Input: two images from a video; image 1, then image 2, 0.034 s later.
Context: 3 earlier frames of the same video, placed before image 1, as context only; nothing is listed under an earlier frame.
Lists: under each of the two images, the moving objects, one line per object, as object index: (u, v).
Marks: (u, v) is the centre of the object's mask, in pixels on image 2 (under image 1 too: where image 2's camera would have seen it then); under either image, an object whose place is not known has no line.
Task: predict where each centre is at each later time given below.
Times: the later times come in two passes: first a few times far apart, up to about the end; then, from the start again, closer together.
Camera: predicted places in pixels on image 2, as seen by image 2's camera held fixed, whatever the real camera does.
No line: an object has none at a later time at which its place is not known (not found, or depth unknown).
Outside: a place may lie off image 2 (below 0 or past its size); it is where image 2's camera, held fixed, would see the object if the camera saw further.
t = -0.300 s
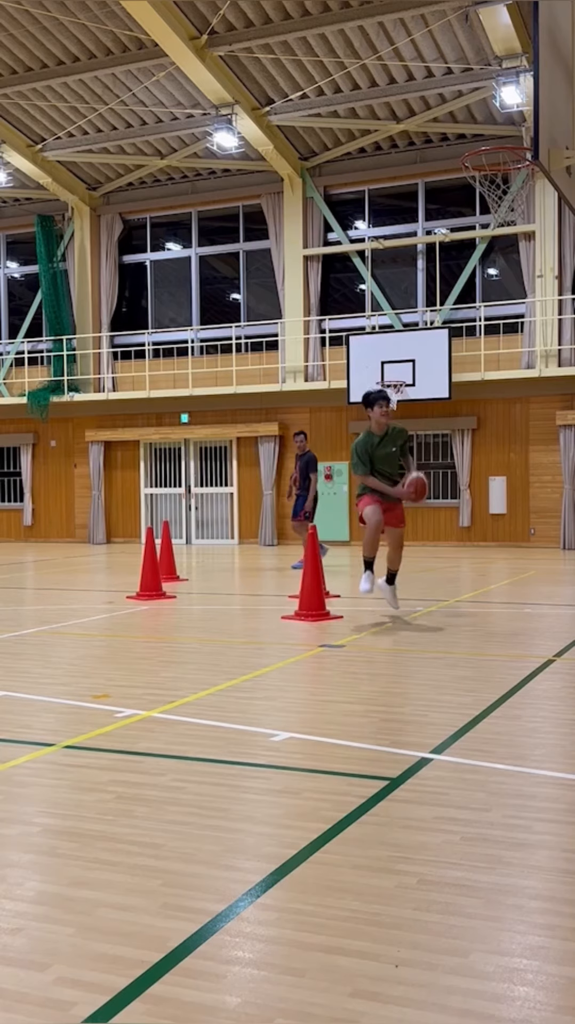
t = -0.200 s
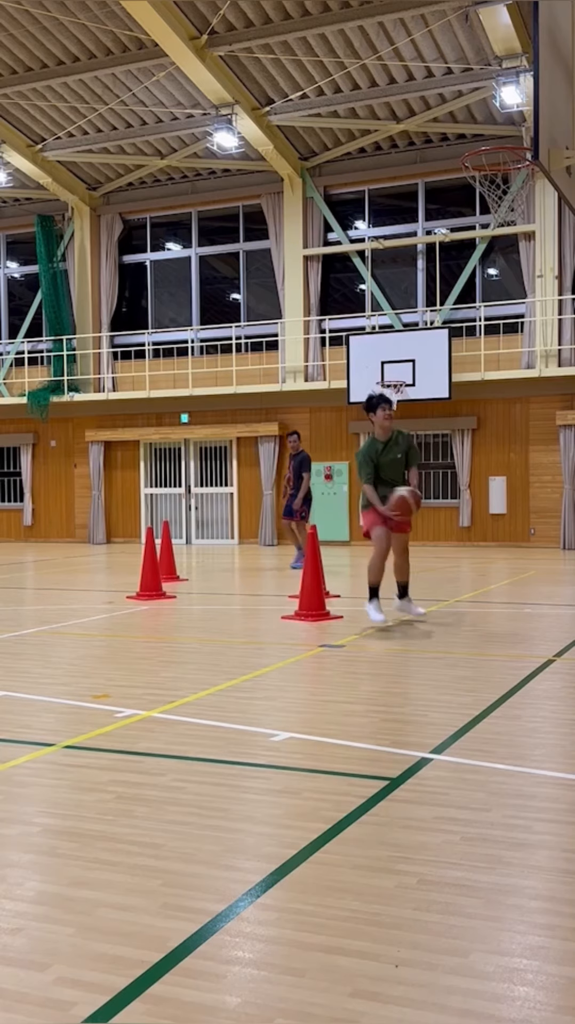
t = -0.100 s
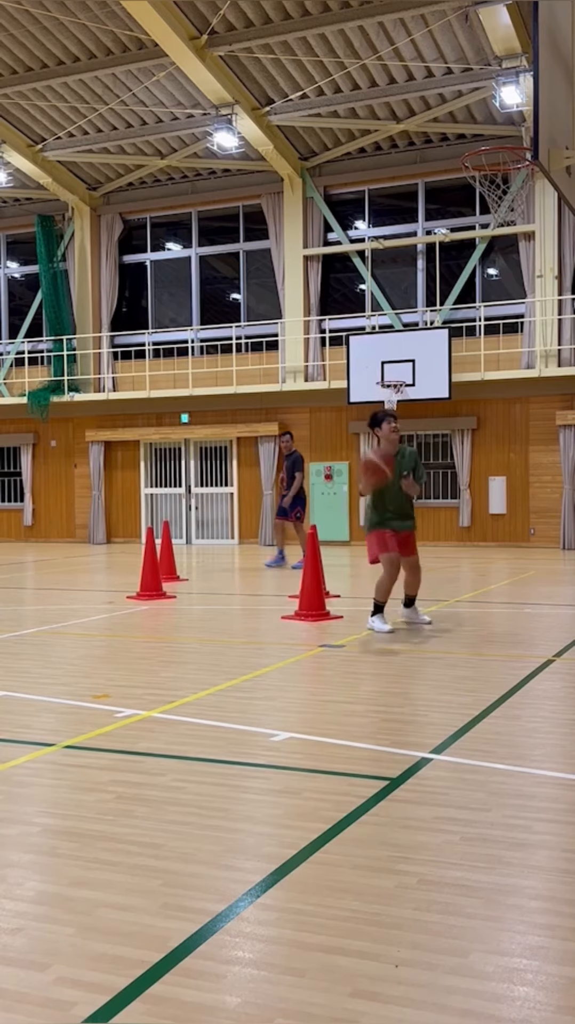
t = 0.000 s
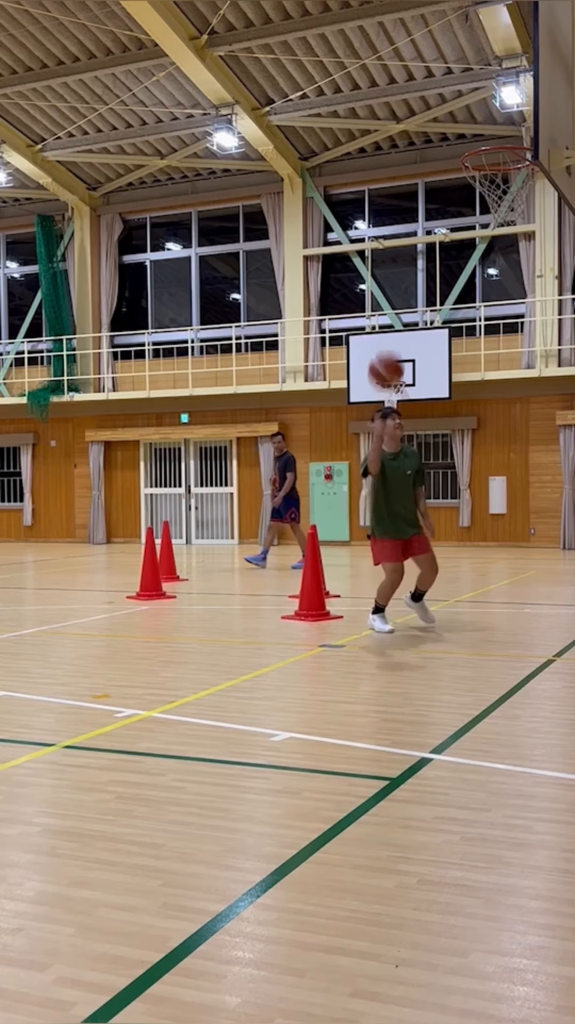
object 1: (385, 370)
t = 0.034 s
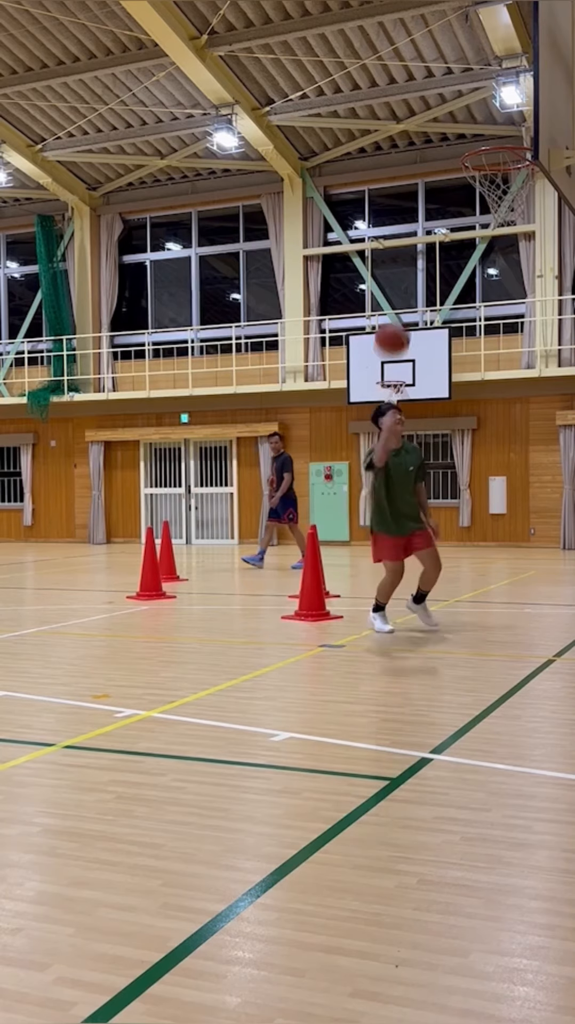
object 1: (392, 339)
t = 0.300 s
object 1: (439, 140)
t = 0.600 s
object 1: (497, 40)
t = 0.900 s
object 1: (526, 81)
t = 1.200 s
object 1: (488, 232)
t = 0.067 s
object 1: (398, 305)
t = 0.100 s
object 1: (402, 280)
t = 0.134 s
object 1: (409, 255)
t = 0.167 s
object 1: (415, 226)
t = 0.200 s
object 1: (422, 203)
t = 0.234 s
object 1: (426, 180)
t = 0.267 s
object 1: (433, 159)
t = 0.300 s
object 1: (439, 140)
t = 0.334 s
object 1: (446, 123)
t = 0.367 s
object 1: (452, 106)
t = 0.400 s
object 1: (458, 92)
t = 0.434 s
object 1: (465, 79)
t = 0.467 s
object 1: (471, 68)
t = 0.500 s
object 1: (477, 59)
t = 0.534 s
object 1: (484, 50)
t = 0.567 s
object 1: (491, 44)
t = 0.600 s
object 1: (497, 40)
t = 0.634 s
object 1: (503, 39)
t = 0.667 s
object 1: (510, 37)
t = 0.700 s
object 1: (515, 39)
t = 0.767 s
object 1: (523, 44)
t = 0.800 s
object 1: (526, 51)
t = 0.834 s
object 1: (528, 61)
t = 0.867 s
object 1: (527, 70)
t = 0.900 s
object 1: (526, 81)
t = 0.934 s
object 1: (523, 97)
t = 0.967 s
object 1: (520, 114)
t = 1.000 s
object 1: (517, 129)
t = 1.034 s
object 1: (513, 138)
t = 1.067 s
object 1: (507, 169)
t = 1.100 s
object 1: (503, 191)
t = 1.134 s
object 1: (499, 203)
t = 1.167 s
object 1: (493, 217)
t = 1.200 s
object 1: (488, 232)
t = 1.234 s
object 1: (482, 248)
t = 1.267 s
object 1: (476, 264)
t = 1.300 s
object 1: (470, 283)
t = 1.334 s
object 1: (464, 304)
